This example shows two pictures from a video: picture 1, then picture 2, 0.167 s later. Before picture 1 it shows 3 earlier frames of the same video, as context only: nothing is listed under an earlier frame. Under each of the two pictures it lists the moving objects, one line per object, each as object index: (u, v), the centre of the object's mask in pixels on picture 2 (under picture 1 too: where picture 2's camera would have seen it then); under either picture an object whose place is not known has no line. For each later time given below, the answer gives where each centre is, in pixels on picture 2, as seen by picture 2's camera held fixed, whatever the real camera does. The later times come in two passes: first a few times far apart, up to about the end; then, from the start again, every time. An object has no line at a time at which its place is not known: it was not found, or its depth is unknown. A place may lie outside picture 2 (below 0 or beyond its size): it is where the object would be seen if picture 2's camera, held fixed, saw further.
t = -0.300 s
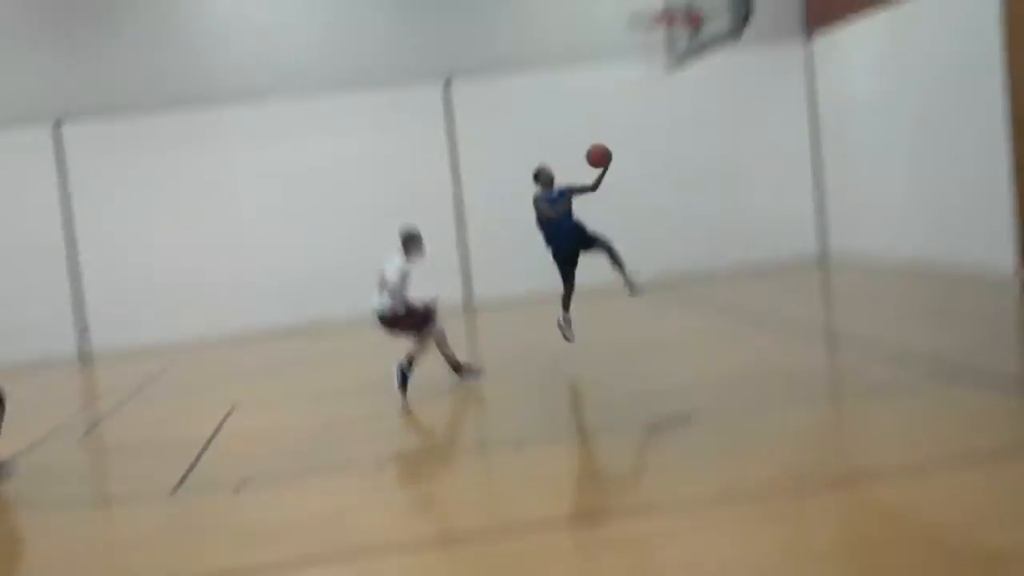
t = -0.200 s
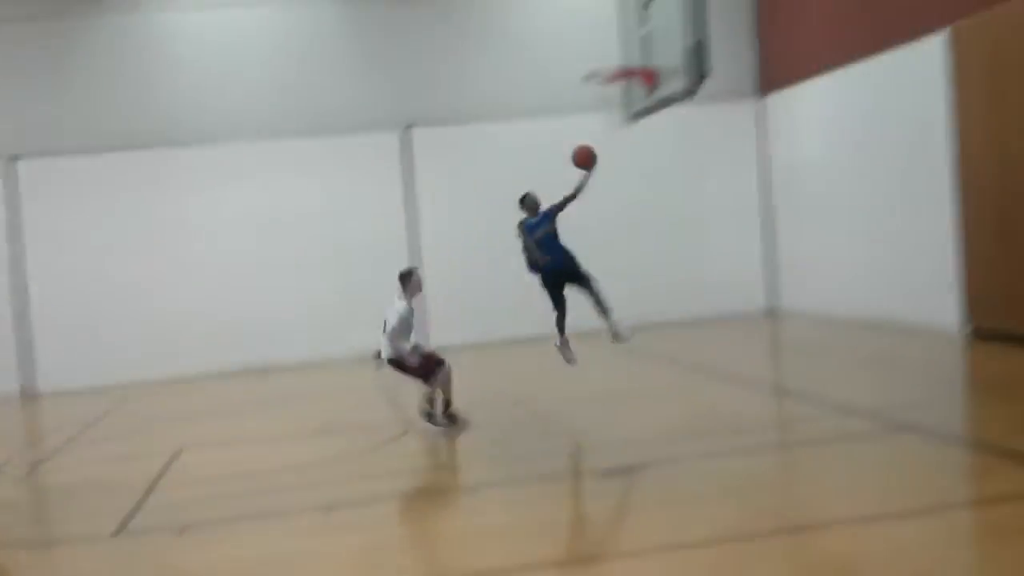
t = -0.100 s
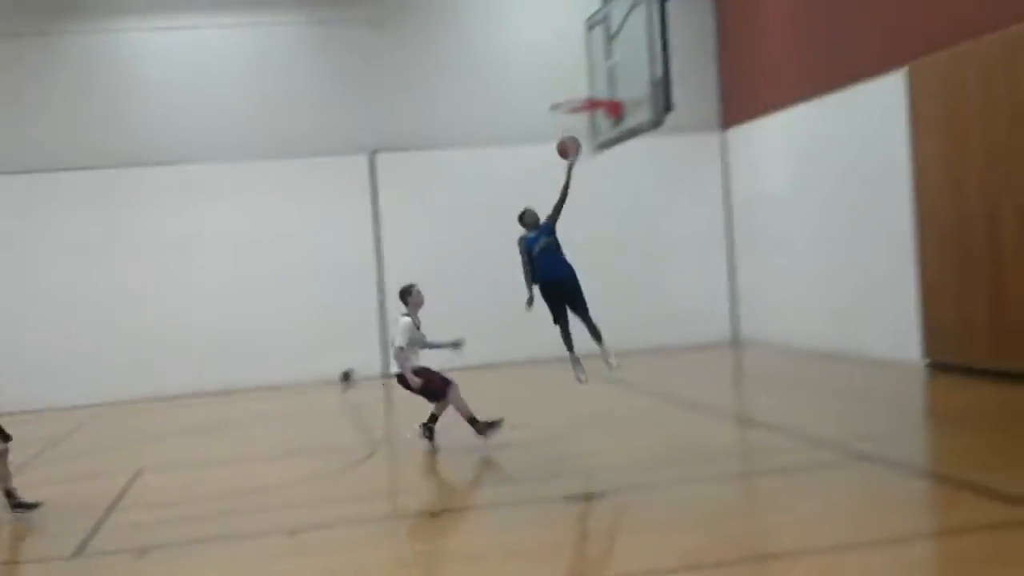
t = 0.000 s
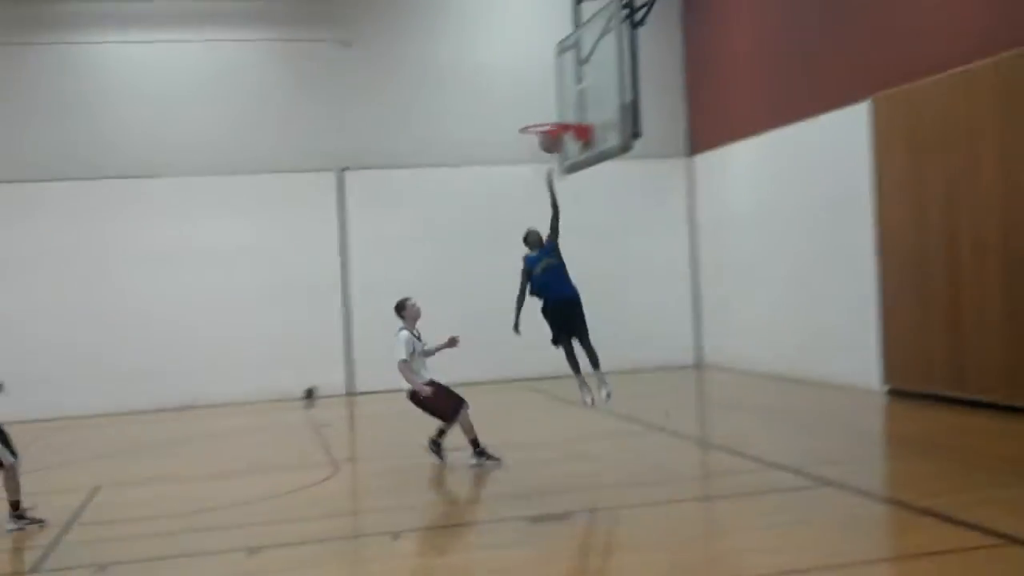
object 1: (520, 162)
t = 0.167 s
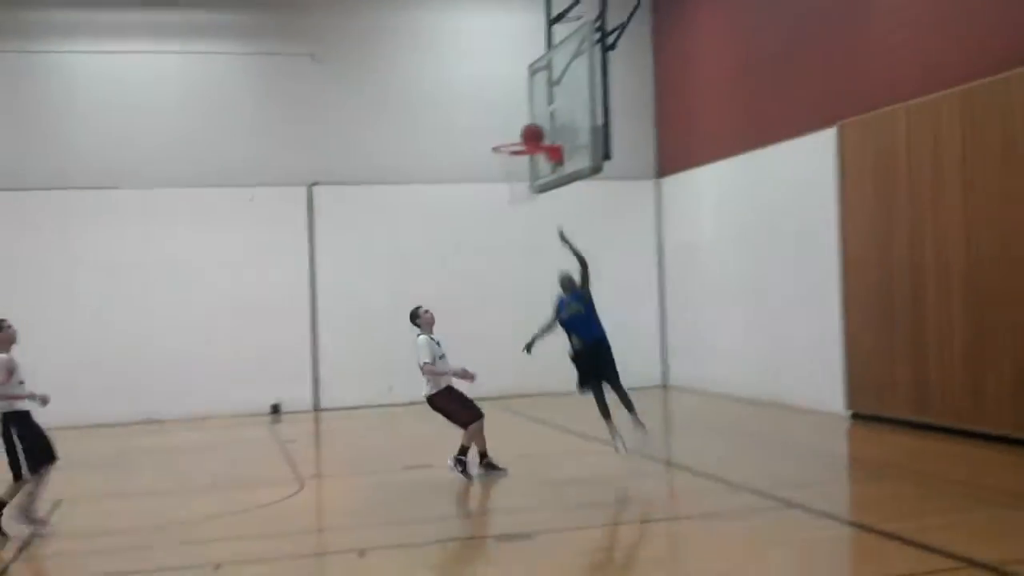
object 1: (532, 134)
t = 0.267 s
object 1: (527, 134)
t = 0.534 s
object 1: (515, 182)
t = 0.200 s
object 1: (530, 133)
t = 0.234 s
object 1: (529, 132)
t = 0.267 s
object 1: (527, 134)
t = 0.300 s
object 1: (525, 134)
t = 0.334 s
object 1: (524, 135)
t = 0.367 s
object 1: (521, 143)
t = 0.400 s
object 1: (521, 148)
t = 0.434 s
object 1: (518, 158)
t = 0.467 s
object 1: (517, 165)
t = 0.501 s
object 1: (516, 174)
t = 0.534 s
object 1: (515, 182)
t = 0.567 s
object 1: (514, 190)
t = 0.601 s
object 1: (512, 201)
